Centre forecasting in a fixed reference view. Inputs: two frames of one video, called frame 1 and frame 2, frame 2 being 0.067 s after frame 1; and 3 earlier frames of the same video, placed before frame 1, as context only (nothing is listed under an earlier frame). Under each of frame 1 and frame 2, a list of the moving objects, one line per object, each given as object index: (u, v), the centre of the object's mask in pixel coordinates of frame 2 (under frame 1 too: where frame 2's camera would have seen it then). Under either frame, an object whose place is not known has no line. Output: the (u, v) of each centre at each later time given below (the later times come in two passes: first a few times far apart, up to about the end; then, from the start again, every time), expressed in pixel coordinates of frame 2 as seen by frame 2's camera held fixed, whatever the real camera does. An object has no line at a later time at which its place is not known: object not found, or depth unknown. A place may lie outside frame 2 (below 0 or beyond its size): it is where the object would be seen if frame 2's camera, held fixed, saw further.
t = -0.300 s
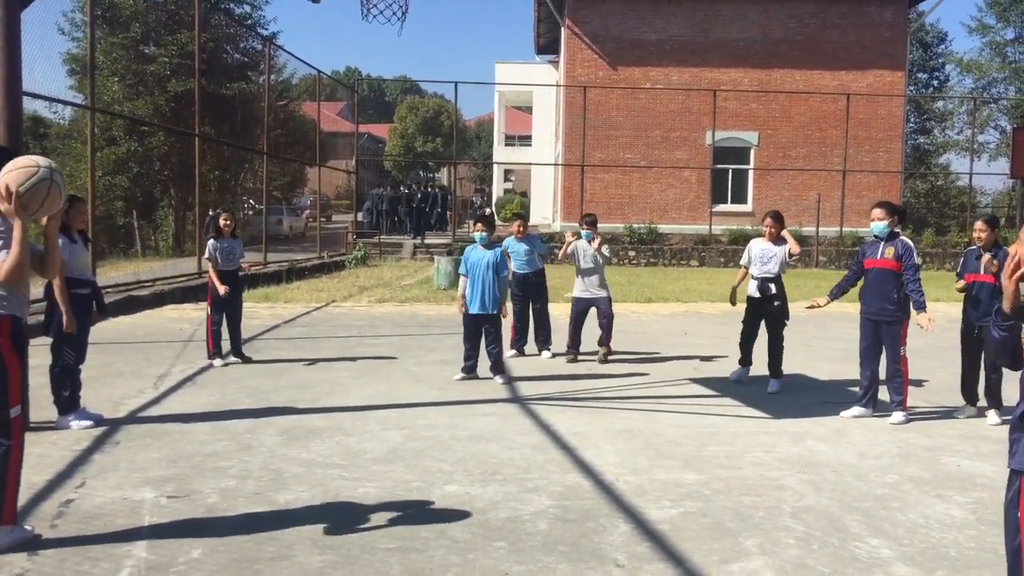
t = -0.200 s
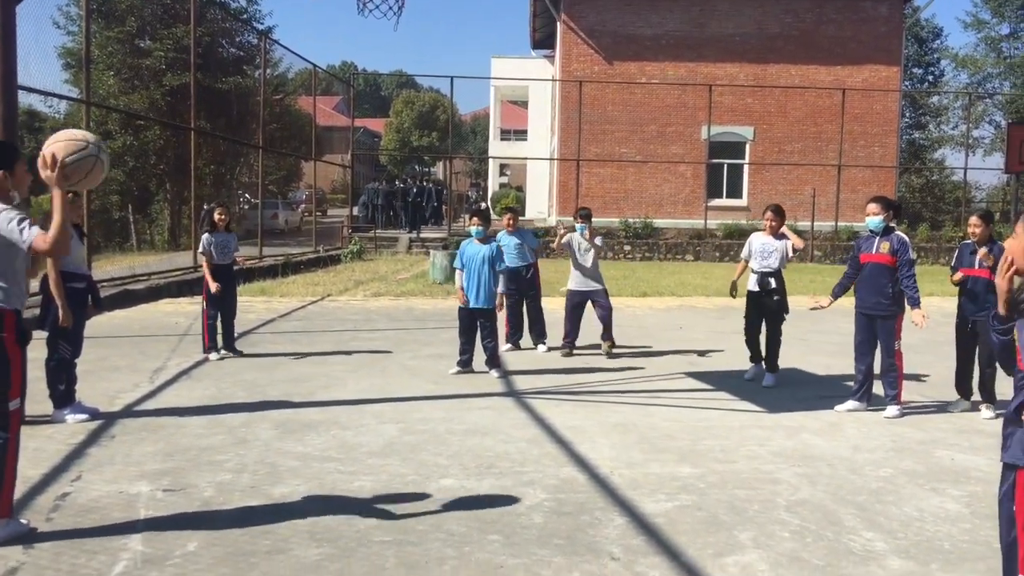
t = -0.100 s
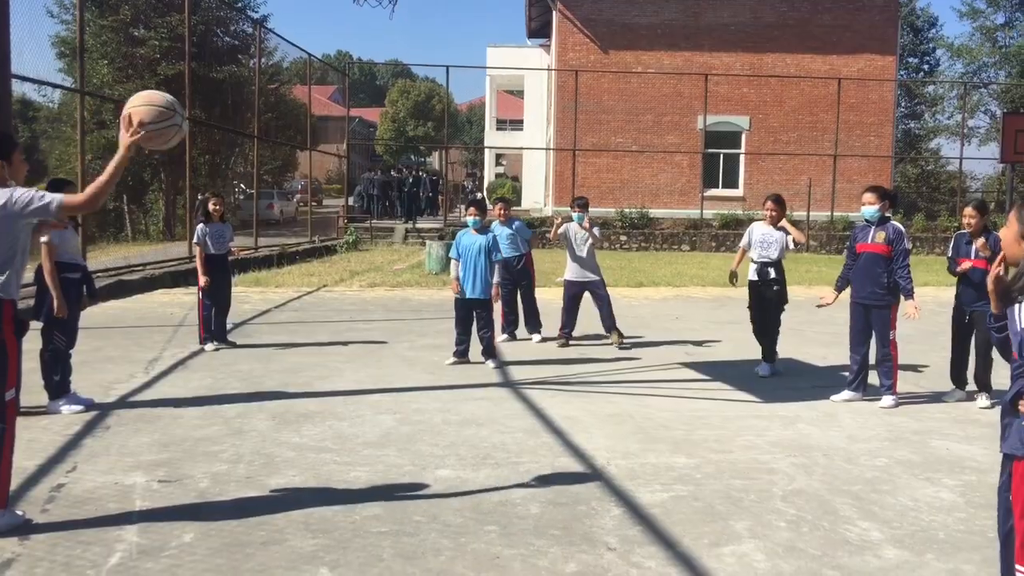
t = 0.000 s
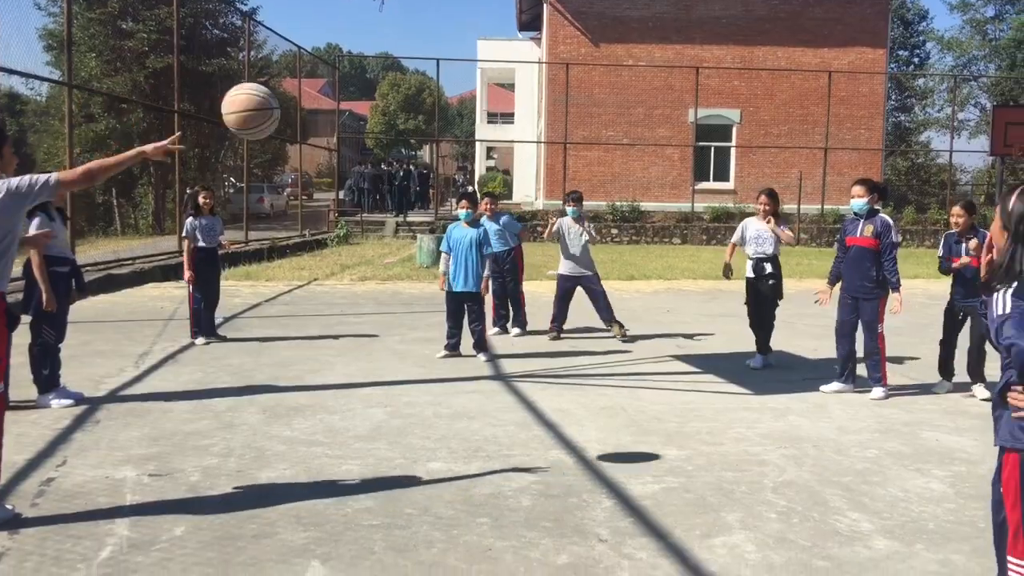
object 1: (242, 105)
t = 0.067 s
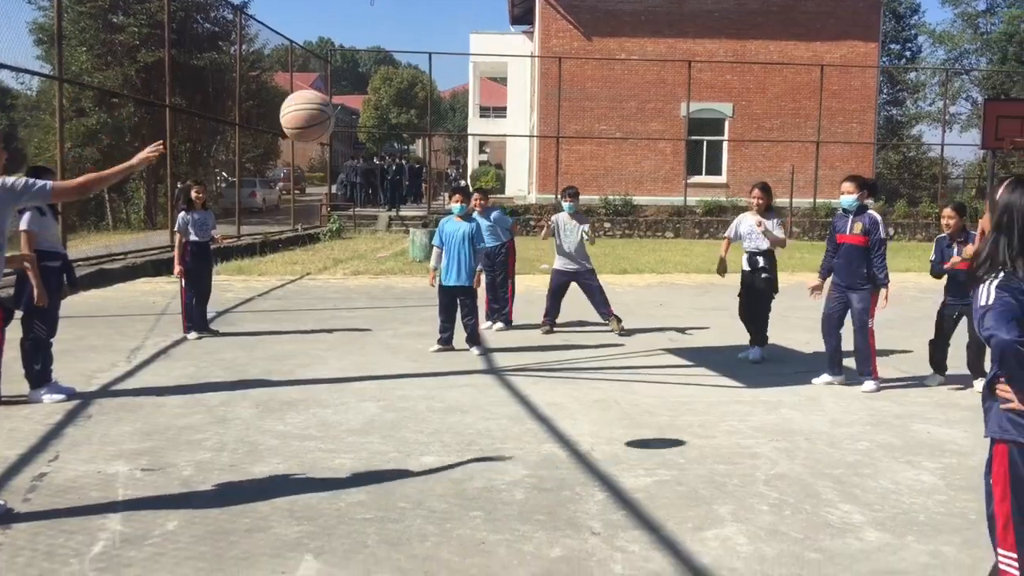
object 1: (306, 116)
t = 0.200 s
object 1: (420, 165)
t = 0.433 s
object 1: (575, 306)
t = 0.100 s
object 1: (337, 126)
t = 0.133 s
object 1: (366, 137)
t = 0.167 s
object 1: (393, 150)
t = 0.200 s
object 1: (420, 165)
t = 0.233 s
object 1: (445, 180)
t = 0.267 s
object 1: (469, 199)
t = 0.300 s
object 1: (492, 218)
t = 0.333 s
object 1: (515, 238)
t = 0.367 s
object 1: (534, 259)
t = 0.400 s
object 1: (555, 281)
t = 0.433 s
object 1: (575, 306)
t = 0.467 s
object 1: (594, 331)
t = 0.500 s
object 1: (613, 358)
